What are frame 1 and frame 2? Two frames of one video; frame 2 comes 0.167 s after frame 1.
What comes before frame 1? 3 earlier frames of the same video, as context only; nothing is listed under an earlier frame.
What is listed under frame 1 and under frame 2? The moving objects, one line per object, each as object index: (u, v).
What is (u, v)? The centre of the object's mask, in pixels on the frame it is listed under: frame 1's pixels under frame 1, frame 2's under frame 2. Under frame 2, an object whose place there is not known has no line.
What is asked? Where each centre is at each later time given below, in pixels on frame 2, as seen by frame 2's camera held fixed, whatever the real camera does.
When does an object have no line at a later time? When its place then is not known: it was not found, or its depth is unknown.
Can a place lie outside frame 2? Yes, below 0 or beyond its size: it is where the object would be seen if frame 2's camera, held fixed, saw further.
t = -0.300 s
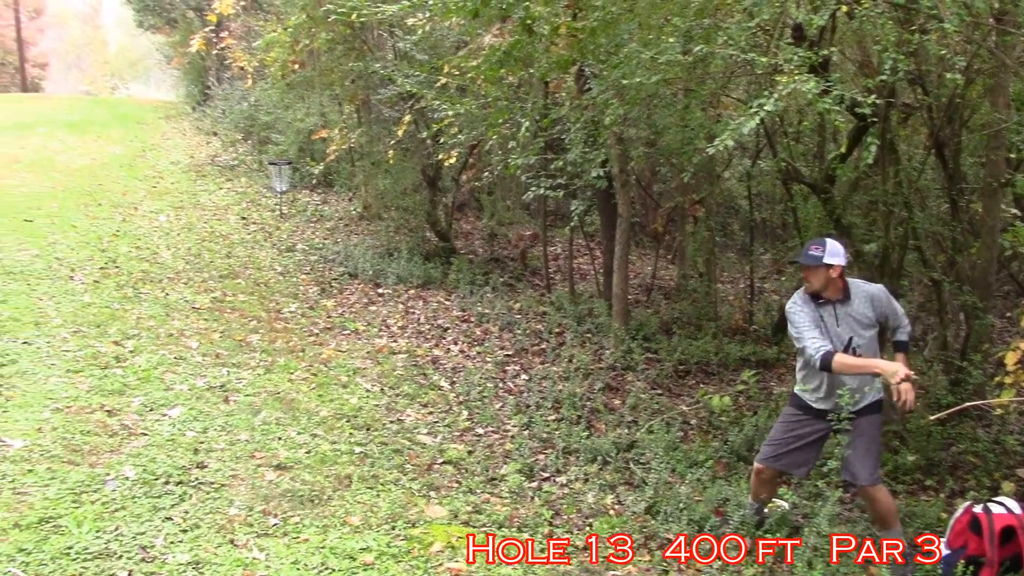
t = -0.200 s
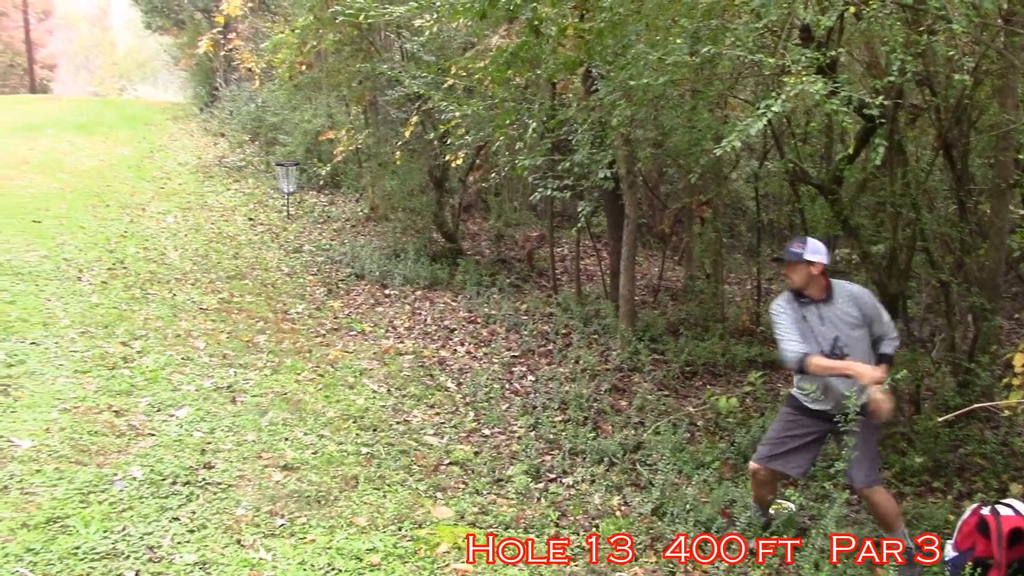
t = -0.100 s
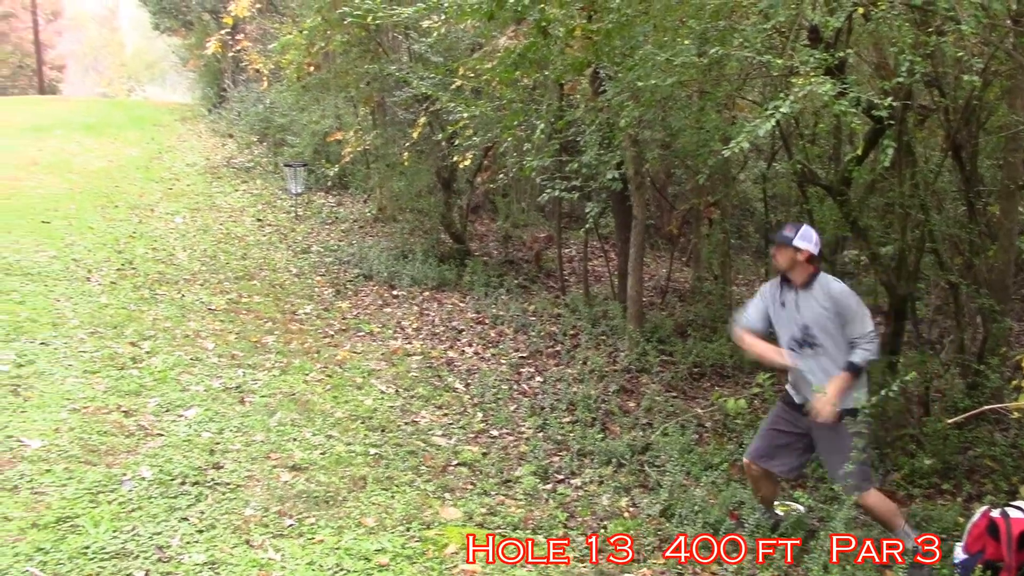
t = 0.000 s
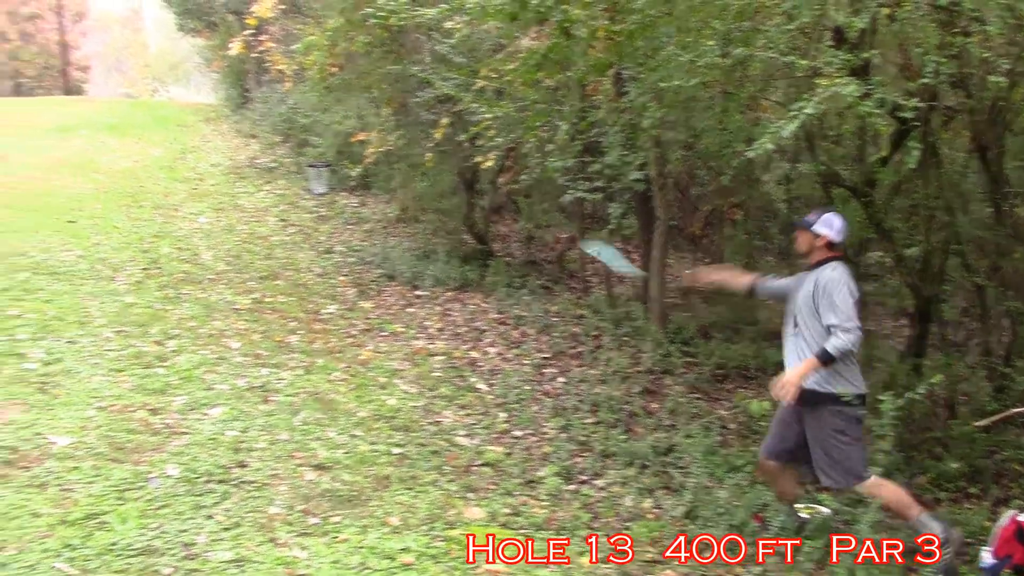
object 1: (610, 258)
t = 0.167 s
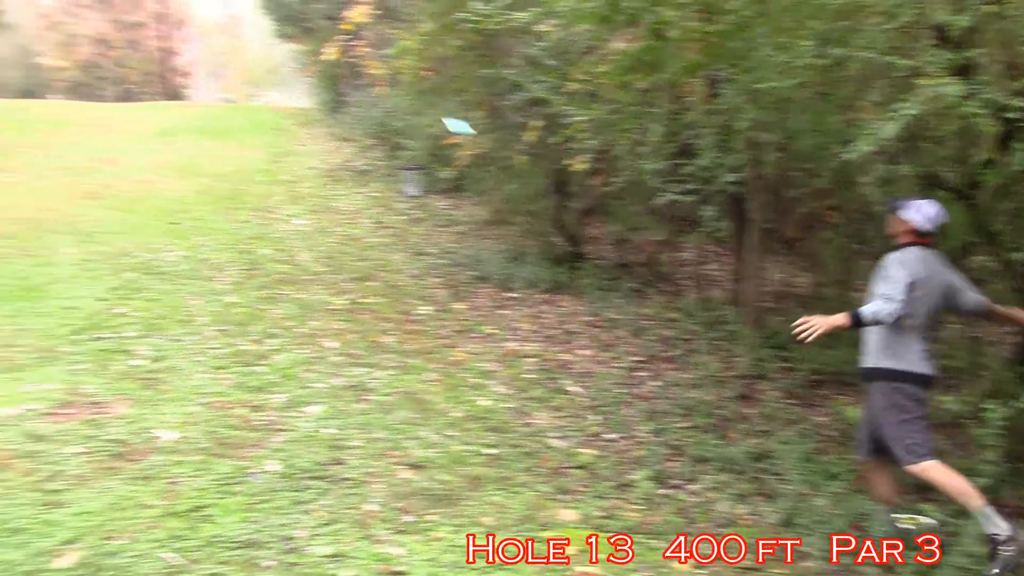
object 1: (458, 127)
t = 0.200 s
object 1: (425, 111)
